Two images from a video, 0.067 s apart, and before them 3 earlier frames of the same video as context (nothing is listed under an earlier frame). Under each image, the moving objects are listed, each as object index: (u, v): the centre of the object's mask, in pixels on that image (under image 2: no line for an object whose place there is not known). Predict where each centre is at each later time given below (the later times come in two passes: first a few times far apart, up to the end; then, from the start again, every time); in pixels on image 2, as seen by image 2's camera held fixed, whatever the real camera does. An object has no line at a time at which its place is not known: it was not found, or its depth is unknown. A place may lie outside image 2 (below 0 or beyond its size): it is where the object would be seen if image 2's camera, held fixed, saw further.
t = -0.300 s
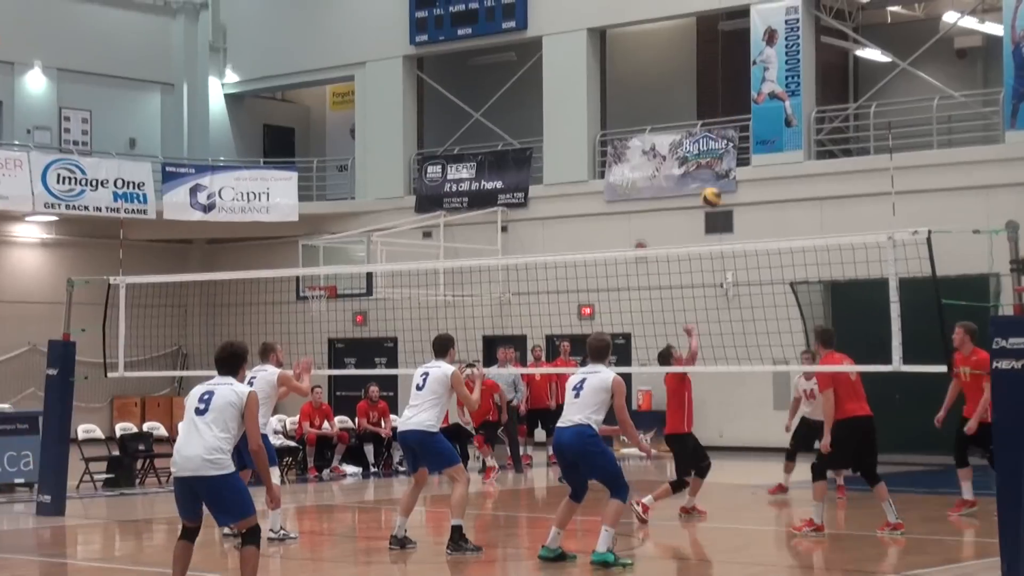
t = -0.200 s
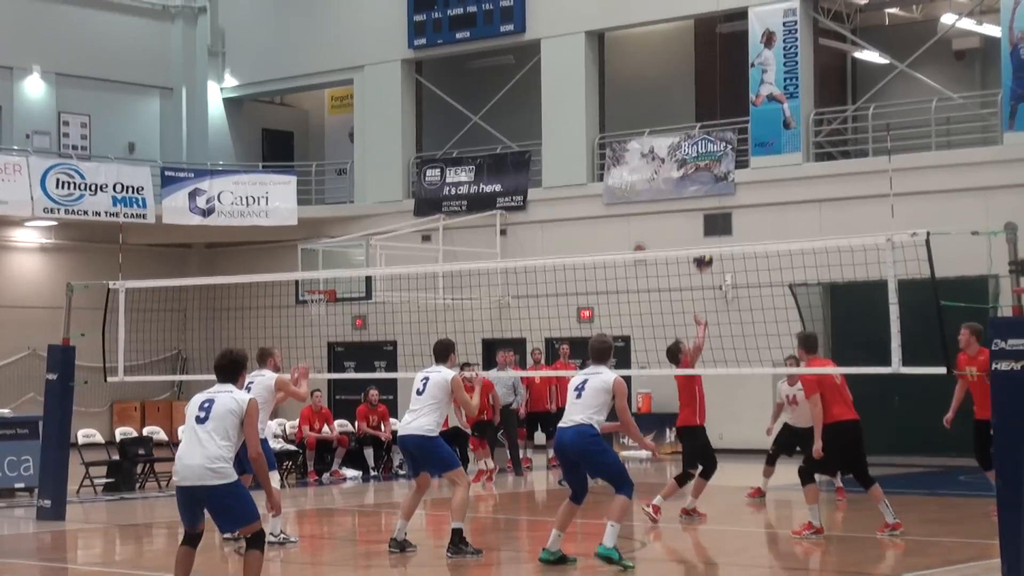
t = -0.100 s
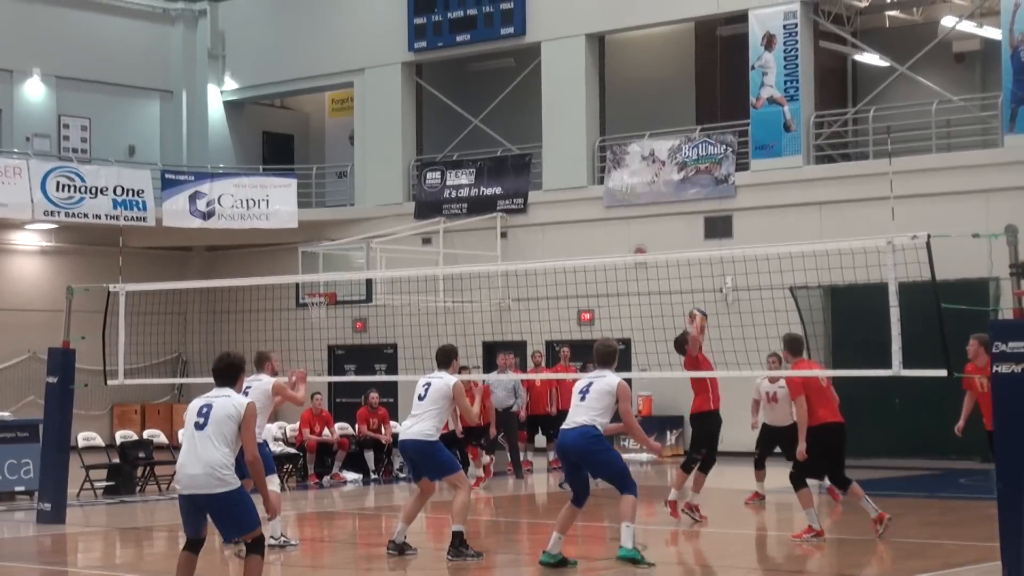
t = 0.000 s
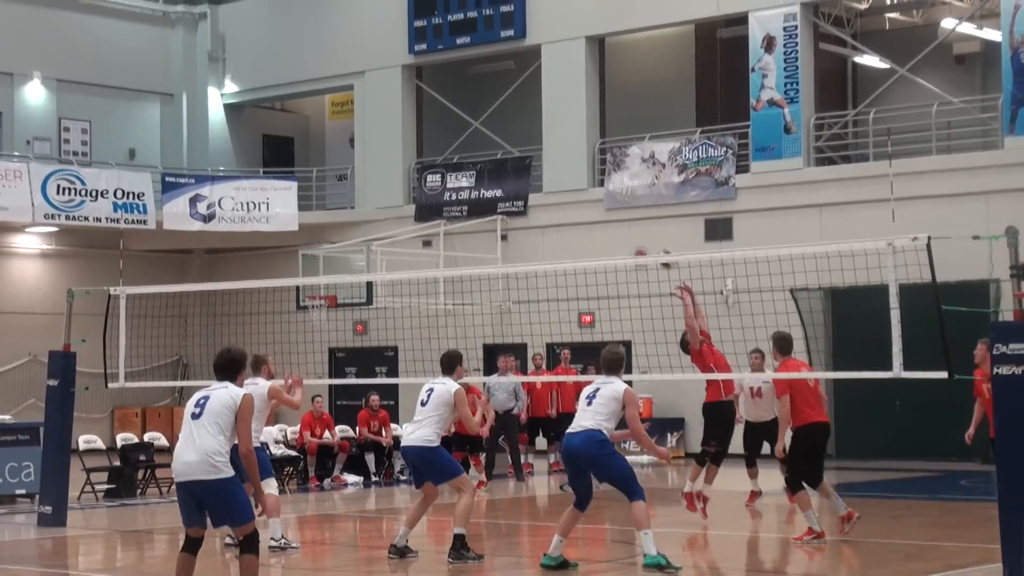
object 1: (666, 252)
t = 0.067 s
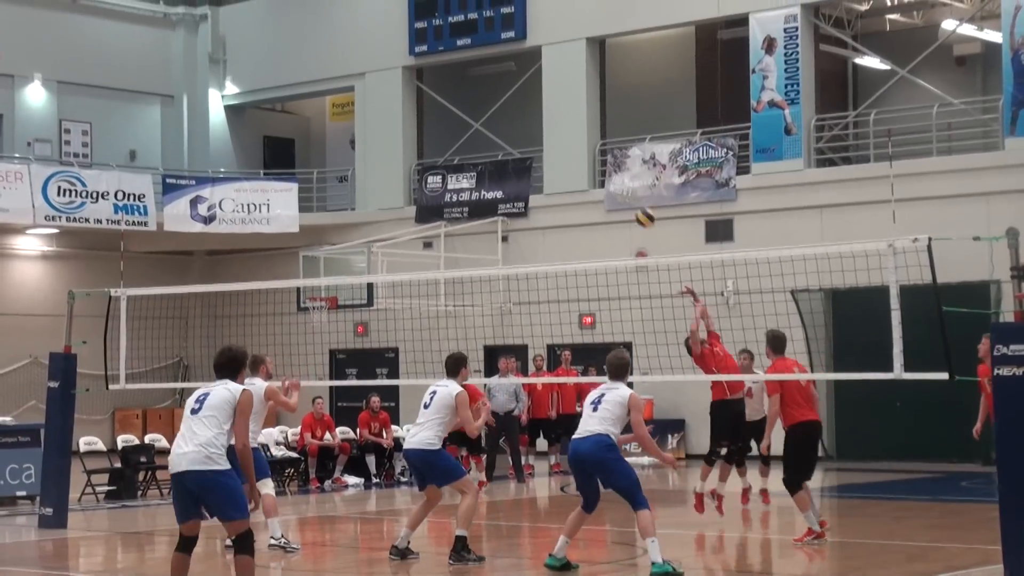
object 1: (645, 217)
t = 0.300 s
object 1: (574, 109)
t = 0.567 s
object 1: (502, 56)
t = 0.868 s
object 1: (428, 73)
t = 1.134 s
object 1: (370, 148)
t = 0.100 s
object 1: (634, 199)
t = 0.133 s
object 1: (623, 180)
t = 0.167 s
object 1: (614, 164)
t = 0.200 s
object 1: (603, 148)
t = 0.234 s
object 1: (595, 134)
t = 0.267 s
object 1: (584, 121)
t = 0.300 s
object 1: (574, 109)
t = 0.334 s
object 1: (565, 98)
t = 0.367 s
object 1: (555, 89)
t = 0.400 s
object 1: (546, 80)
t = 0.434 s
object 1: (537, 73)
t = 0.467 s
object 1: (528, 67)
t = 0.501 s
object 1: (519, 62)
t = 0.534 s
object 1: (510, 59)
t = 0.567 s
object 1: (502, 56)
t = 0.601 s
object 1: (493, 53)
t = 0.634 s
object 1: (485, 52)
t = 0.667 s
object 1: (476, 52)
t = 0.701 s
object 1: (469, 54)
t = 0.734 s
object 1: (460, 55)
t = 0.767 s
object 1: (452, 58)
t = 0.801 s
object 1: (444, 62)
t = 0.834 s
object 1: (436, 67)
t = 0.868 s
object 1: (428, 73)
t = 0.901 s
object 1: (421, 79)
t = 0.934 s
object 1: (414, 86)
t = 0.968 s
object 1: (406, 93)
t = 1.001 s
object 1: (398, 103)
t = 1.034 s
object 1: (391, 113)
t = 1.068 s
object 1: (384, 124)
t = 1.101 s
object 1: (377, 136)
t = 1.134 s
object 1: (370, 148)
